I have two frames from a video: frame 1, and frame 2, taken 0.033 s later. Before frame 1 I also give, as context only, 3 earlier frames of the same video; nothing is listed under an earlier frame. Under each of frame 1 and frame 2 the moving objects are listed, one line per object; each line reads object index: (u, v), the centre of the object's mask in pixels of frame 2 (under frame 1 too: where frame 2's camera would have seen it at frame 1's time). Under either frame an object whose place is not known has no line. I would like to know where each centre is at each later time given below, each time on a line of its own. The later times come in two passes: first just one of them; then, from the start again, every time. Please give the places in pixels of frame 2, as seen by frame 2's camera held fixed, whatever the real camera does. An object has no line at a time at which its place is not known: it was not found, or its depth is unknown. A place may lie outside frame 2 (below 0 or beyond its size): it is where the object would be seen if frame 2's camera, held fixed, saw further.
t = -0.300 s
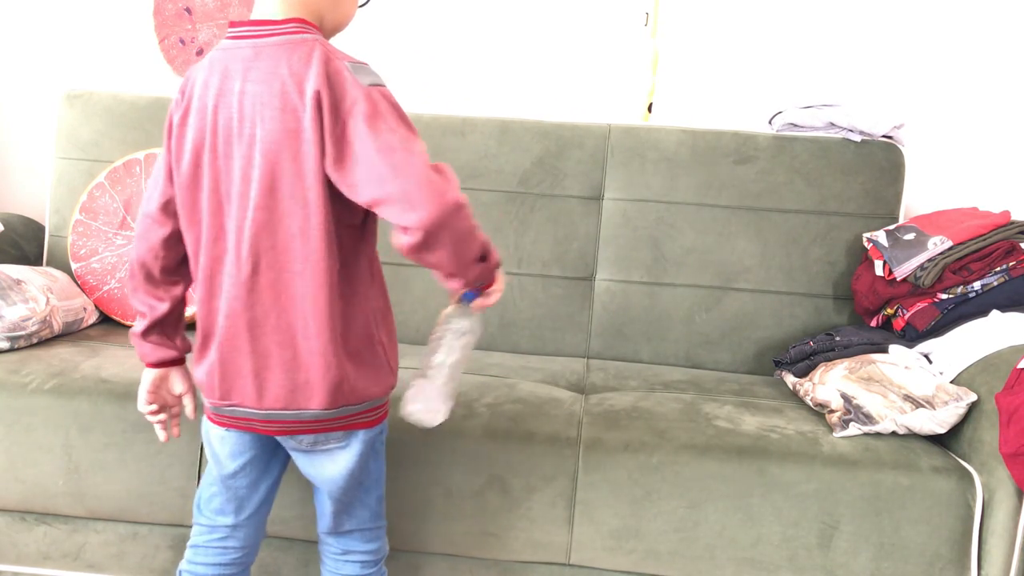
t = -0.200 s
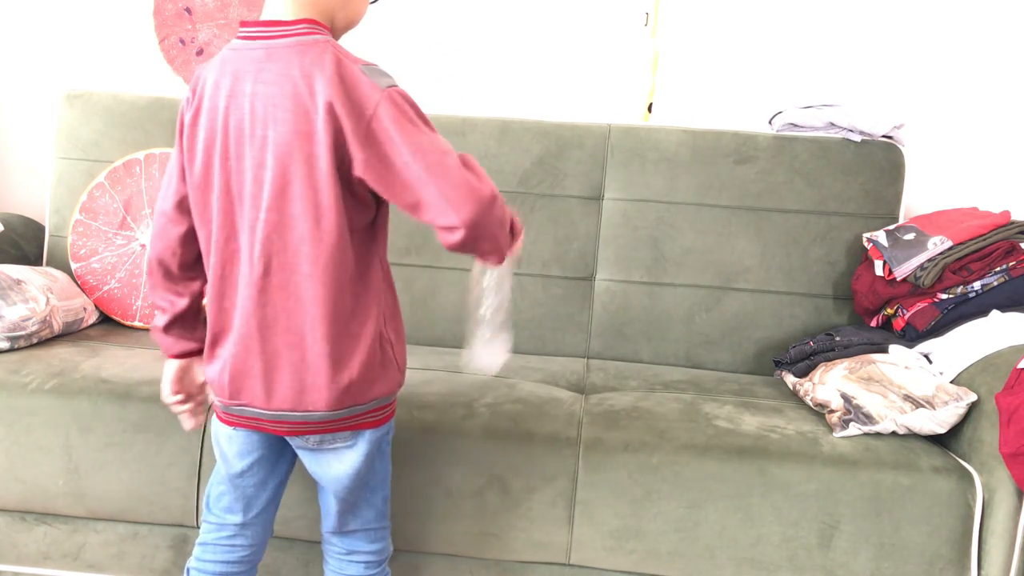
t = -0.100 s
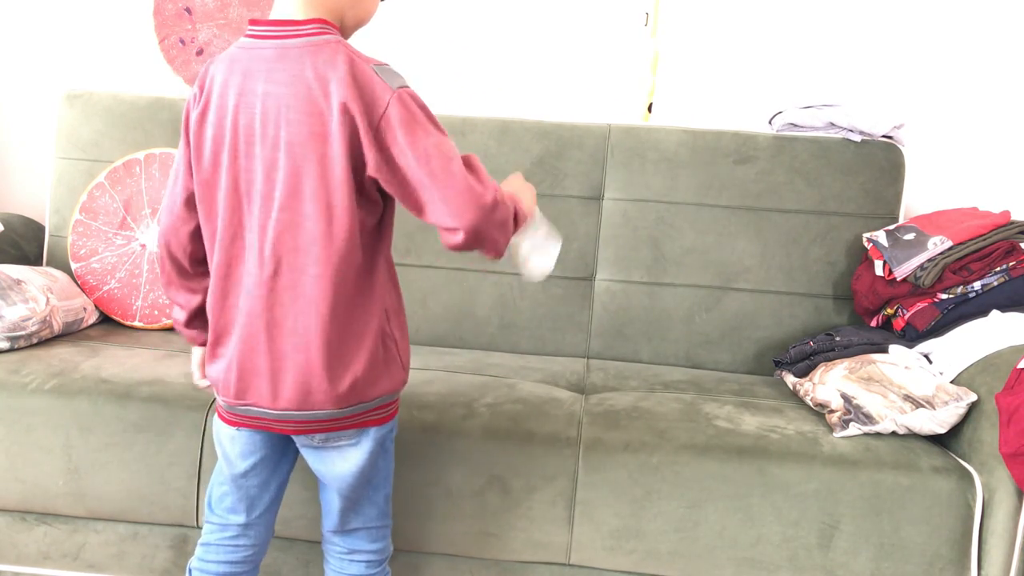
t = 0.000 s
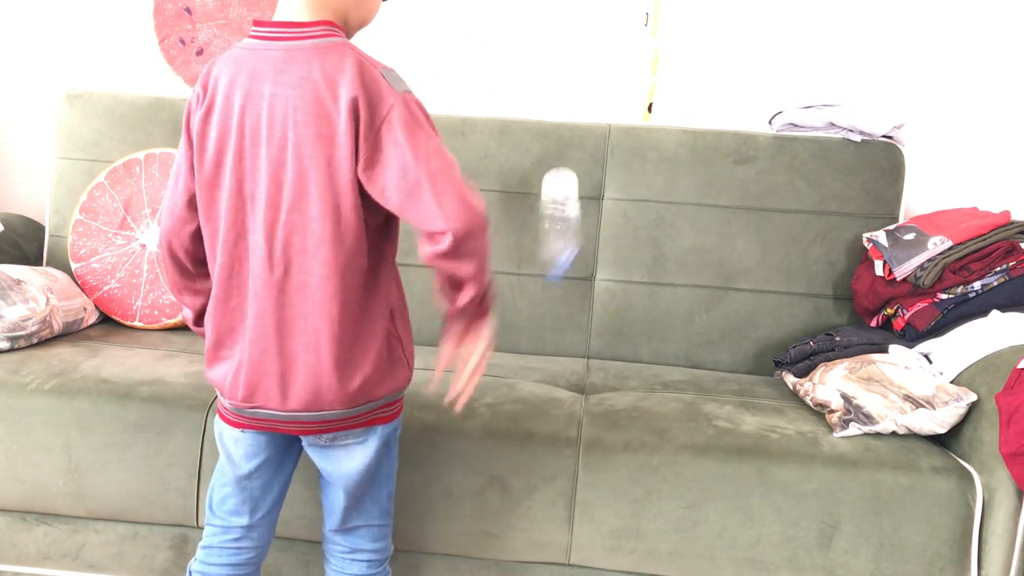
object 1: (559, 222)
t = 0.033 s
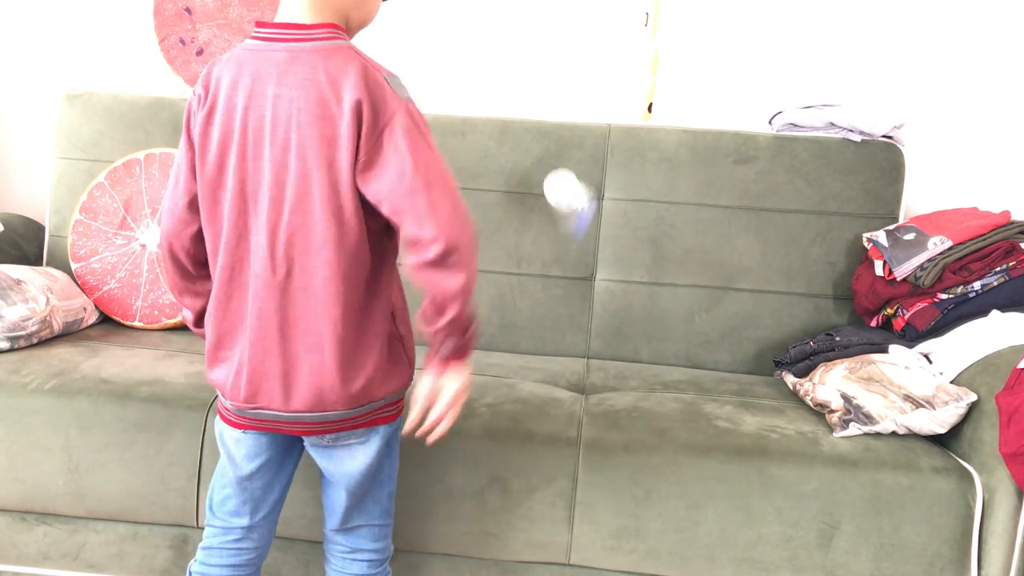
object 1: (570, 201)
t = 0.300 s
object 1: (596, 310)
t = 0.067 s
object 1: (576, 190)
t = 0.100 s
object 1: (581, 195)
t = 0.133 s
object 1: (585, 206)
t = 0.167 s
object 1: (589, 222)
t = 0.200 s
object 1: (591, 245)
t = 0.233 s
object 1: (593, 270)
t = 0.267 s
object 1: (595, 289)
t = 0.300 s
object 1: (596, 310)
